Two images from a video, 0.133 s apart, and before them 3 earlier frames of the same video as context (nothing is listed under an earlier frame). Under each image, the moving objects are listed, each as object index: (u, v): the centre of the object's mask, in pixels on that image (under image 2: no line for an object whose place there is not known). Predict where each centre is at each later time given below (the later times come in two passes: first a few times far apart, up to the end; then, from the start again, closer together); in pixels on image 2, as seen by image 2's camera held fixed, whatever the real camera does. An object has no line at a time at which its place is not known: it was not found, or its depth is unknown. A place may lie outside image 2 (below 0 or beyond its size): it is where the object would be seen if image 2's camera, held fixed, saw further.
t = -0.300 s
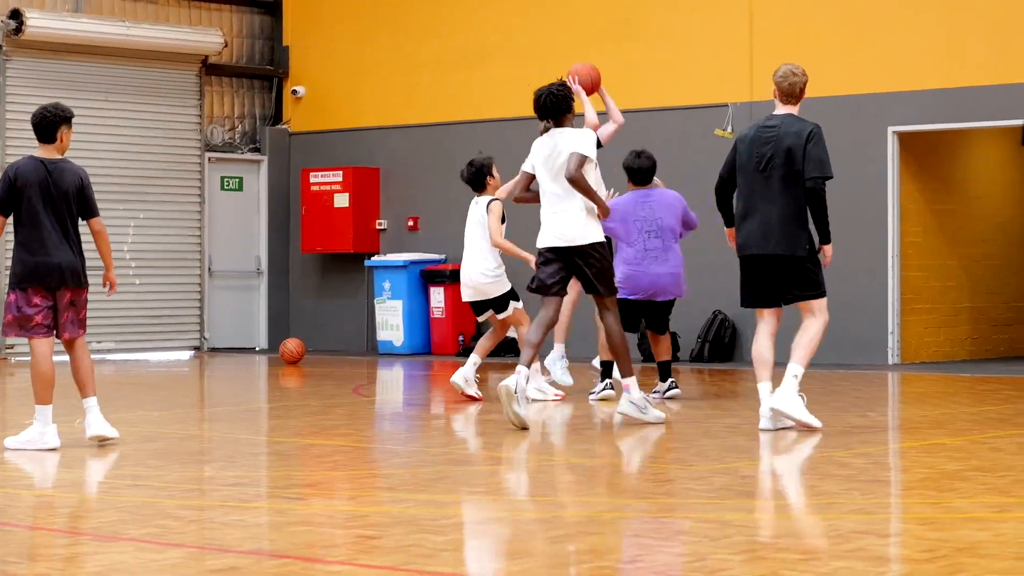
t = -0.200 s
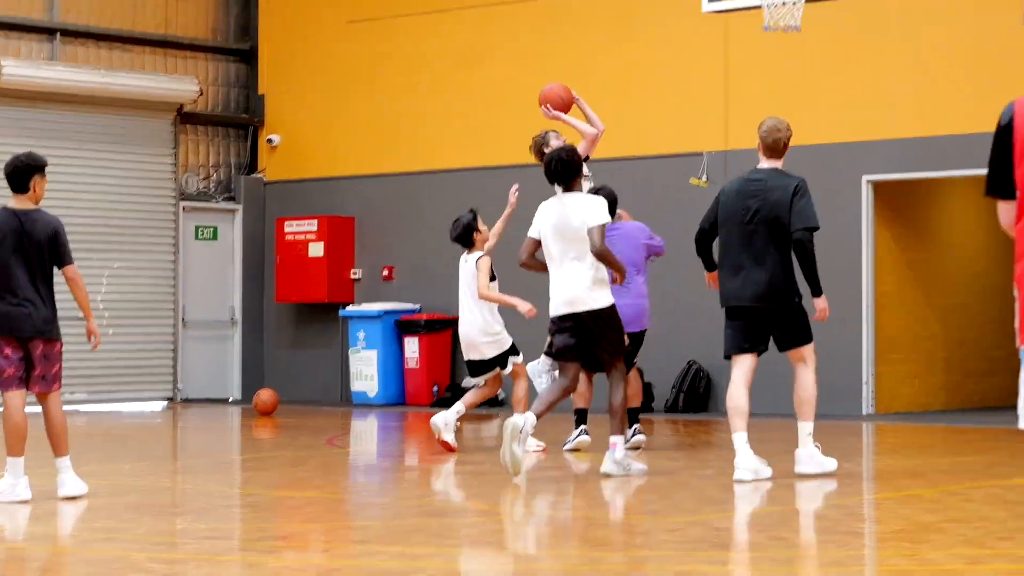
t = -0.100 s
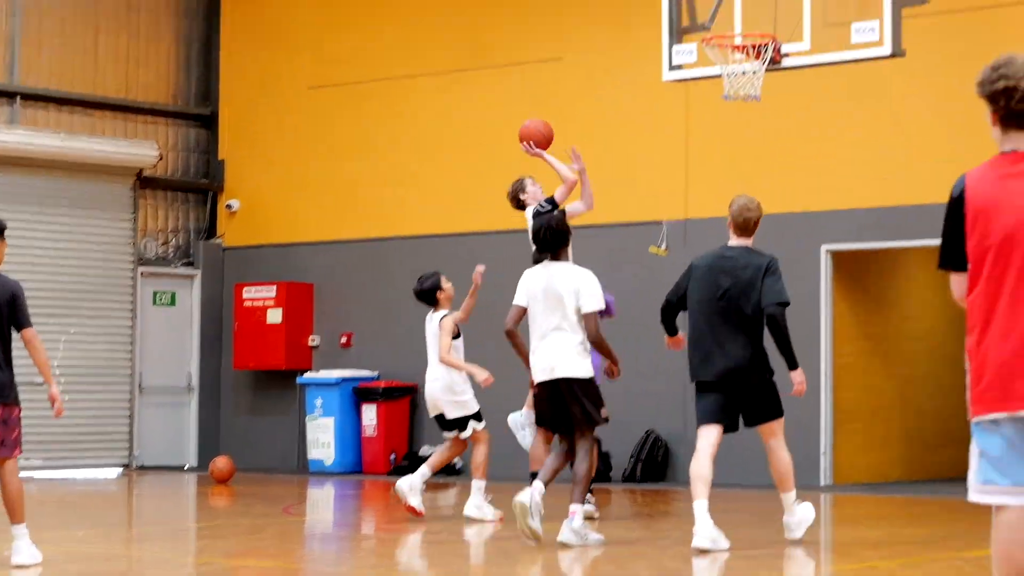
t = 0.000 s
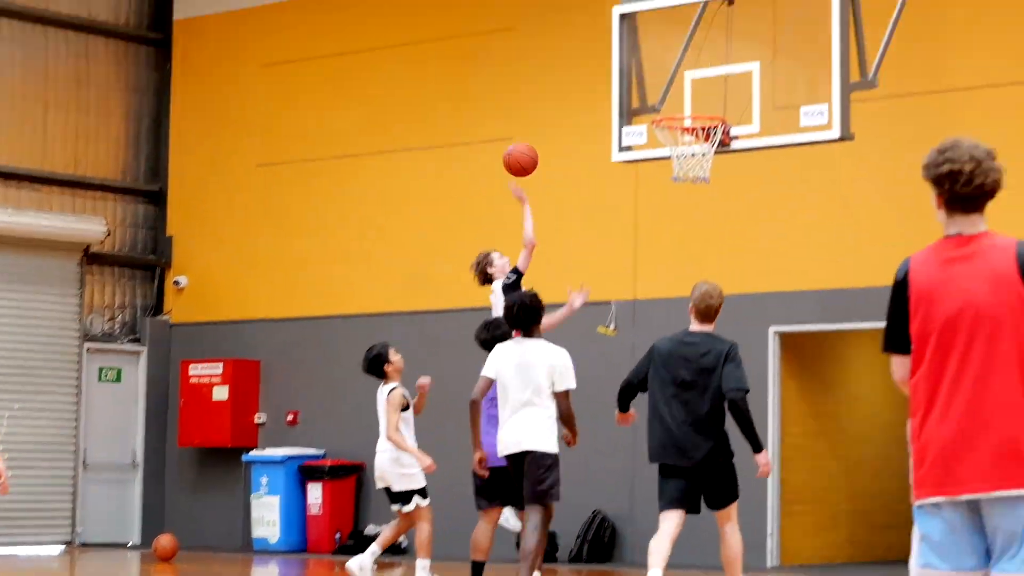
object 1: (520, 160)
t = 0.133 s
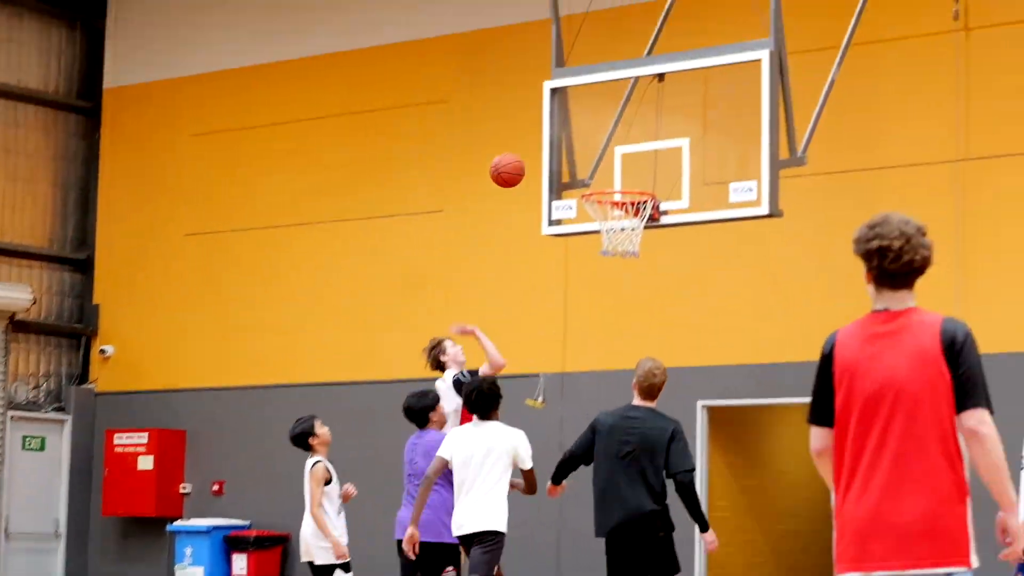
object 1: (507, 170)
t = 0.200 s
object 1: (536, 149)
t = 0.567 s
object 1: (613, 158)
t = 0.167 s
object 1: (522, 159)
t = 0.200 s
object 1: (536, 149)
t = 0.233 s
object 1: (551, 140)
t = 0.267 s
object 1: (565, 133)
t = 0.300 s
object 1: (579, 129)
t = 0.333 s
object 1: (584, 127)
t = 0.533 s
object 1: (609, 149)
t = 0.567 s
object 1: (613, 158)
